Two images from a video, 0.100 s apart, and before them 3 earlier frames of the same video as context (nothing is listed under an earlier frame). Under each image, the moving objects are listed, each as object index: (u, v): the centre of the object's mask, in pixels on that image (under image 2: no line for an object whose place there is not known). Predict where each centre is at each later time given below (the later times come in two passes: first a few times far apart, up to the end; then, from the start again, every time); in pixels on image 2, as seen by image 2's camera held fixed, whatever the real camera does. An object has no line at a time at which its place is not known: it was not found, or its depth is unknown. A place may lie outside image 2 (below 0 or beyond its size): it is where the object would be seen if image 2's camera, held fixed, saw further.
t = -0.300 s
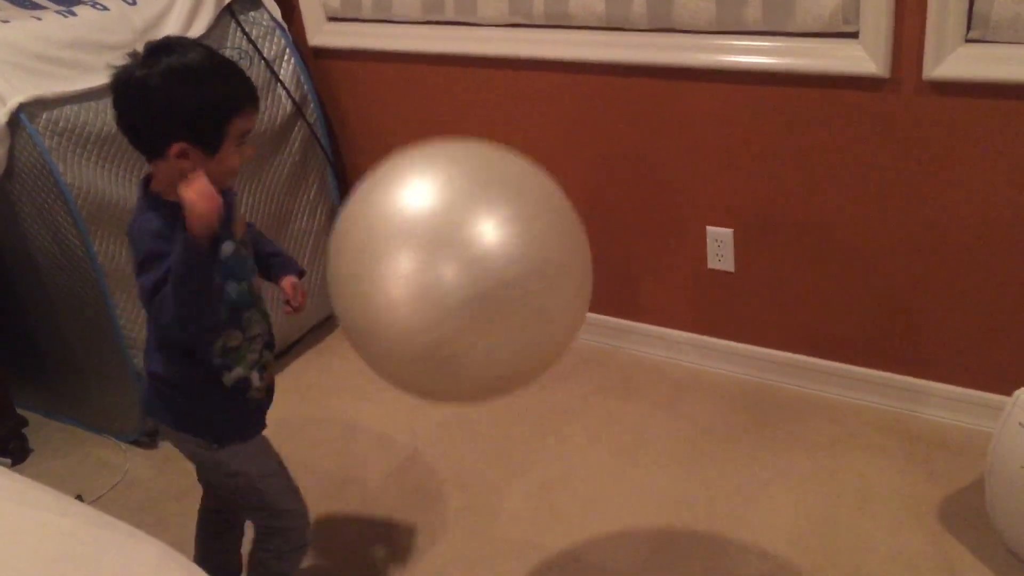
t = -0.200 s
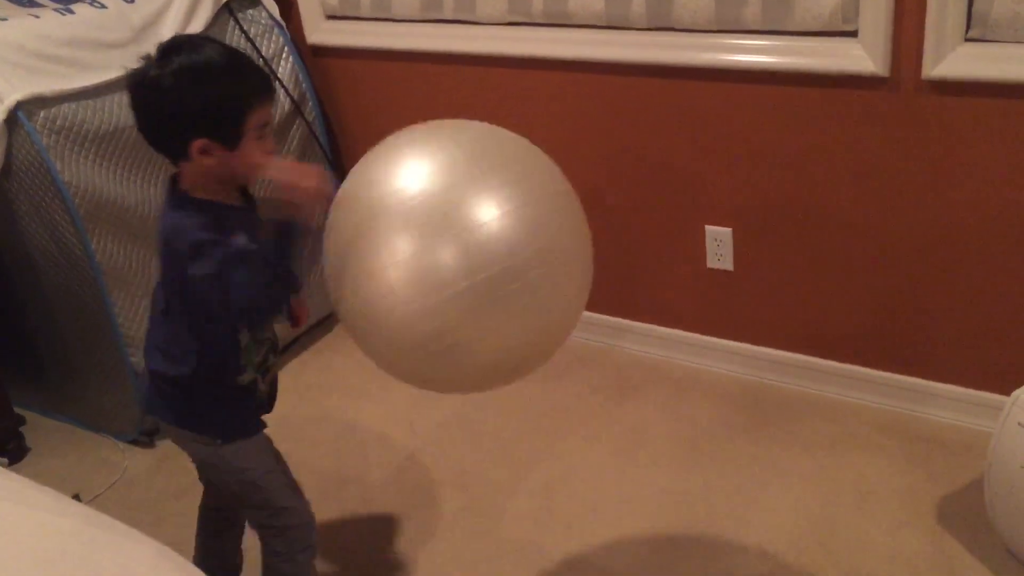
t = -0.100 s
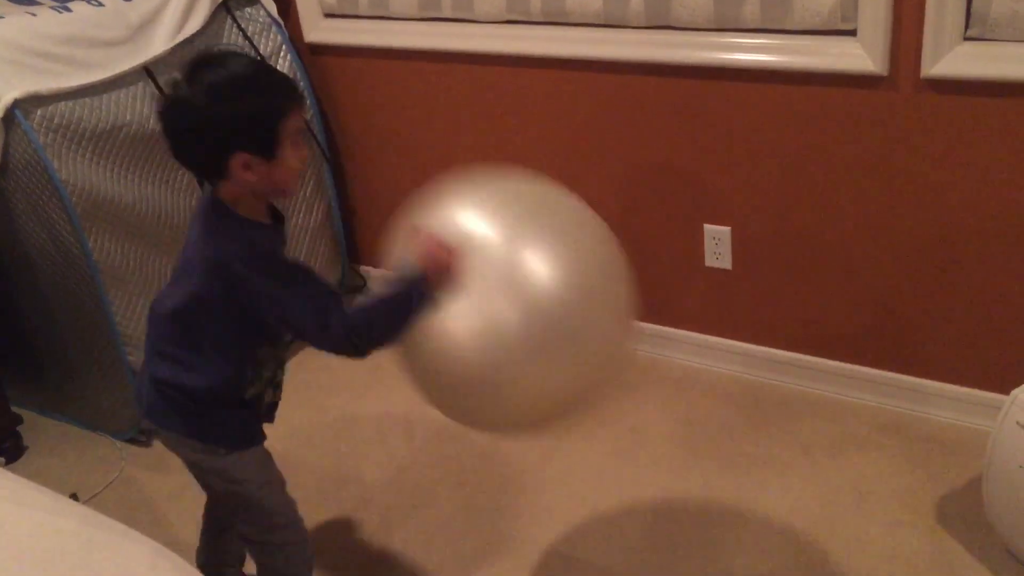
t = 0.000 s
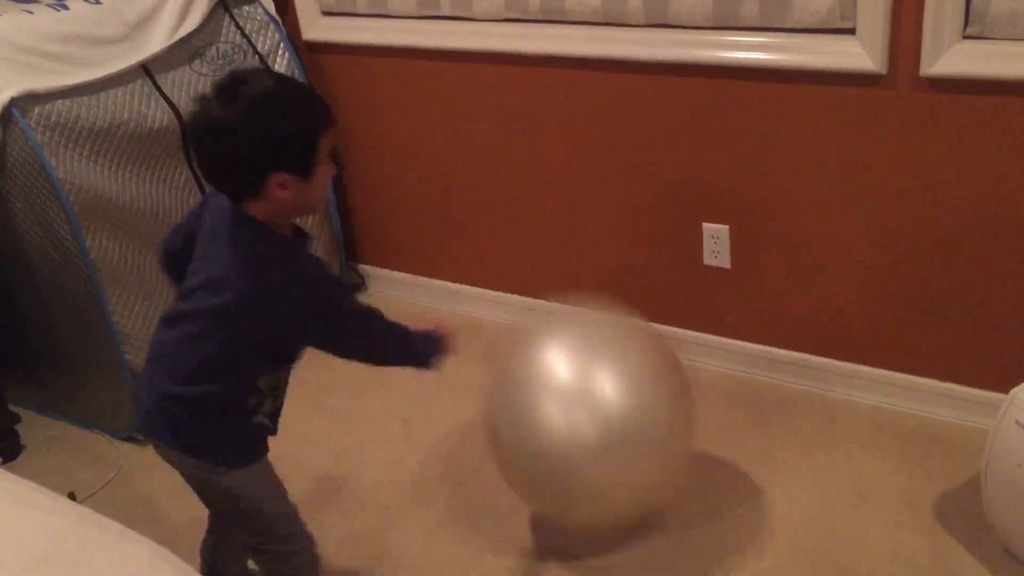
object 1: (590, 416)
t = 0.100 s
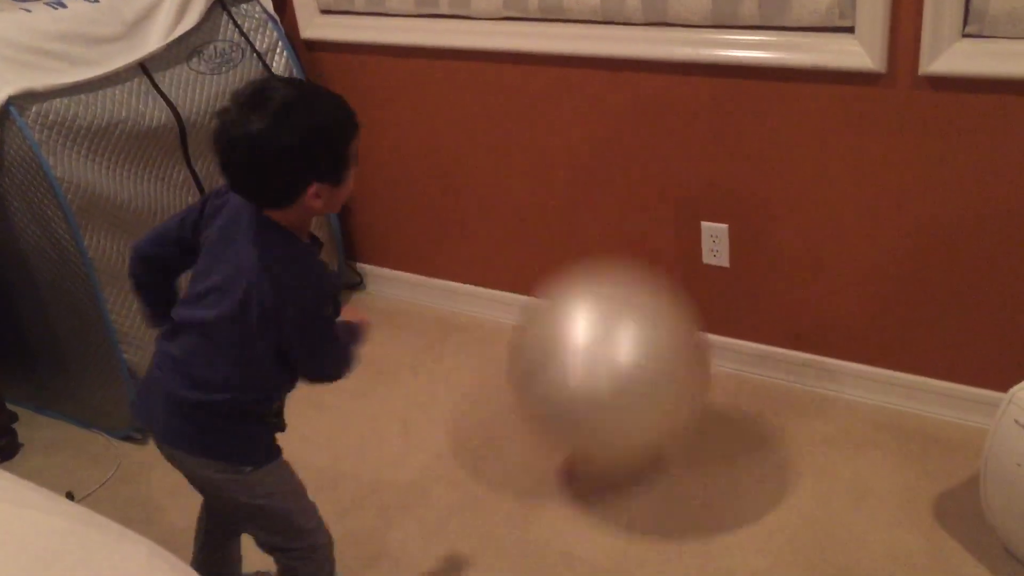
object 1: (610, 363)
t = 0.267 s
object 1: (618, 159)
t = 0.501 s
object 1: (632, 63)
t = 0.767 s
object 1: (605, 121)
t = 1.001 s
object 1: (602, 409)
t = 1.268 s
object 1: (615, 193)
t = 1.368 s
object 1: (626, 174)
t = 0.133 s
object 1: (609, 311)
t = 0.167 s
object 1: (611, 268)
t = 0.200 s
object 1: (613, 224)
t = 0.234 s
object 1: (615, 191)
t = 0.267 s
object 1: (618, 159)
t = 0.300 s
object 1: (620, 131)
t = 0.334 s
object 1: (624, 104)
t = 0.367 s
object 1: (628, 89)
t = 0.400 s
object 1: (631, 78)
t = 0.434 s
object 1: (636, 71)
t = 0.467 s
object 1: (636, 67)
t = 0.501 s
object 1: (632, 63)
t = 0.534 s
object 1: (628, 60)
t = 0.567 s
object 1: (624, 59)
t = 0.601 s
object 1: (619, 61)
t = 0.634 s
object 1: (616, 66)
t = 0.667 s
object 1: (612, 73)
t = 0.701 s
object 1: (609, 83)
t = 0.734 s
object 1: (607, 97)
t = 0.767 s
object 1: (605, 121)
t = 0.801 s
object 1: (603, 152)
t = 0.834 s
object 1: (602, 185)
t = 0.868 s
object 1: (601, 222)
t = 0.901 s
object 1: (600, 268)
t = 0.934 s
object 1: (600, 316)
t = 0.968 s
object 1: (600, 371)
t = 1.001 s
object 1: (602, 409)
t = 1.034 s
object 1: (603, 379)
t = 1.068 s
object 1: (604, 340)
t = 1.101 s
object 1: (604, 305)
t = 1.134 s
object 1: (606, 277)
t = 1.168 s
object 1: (607, 249)
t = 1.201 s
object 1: (609, 227)
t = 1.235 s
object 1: (612, 208)
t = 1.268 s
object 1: (615, 193)
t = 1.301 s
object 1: (618, 182)
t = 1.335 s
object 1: (622, 176)
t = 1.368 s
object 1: (626, 174)
